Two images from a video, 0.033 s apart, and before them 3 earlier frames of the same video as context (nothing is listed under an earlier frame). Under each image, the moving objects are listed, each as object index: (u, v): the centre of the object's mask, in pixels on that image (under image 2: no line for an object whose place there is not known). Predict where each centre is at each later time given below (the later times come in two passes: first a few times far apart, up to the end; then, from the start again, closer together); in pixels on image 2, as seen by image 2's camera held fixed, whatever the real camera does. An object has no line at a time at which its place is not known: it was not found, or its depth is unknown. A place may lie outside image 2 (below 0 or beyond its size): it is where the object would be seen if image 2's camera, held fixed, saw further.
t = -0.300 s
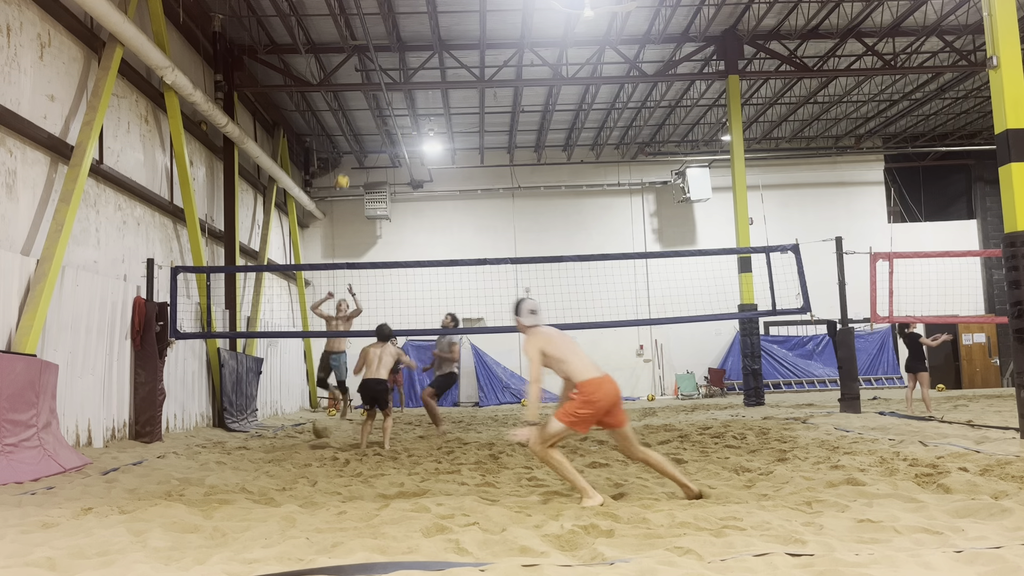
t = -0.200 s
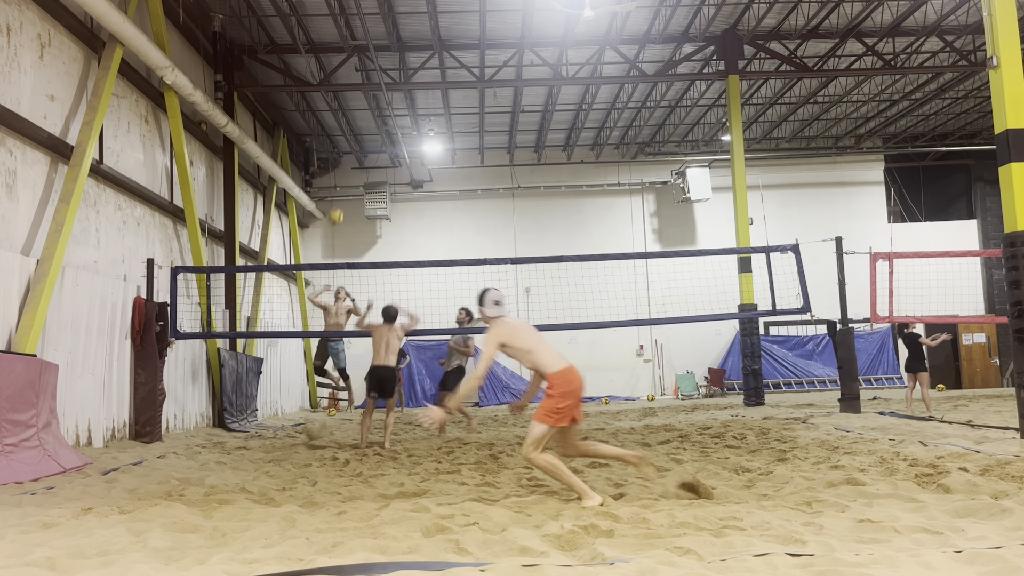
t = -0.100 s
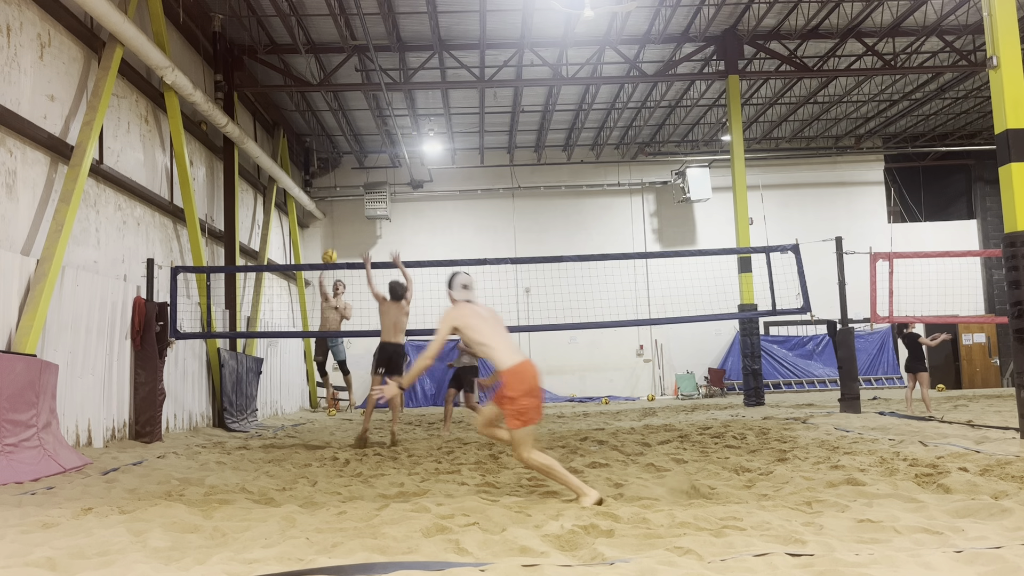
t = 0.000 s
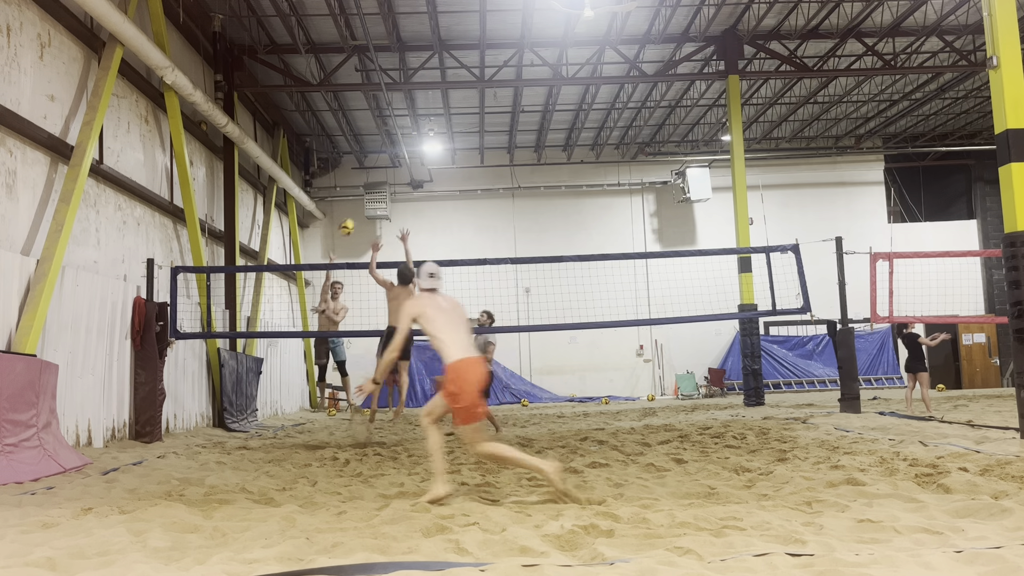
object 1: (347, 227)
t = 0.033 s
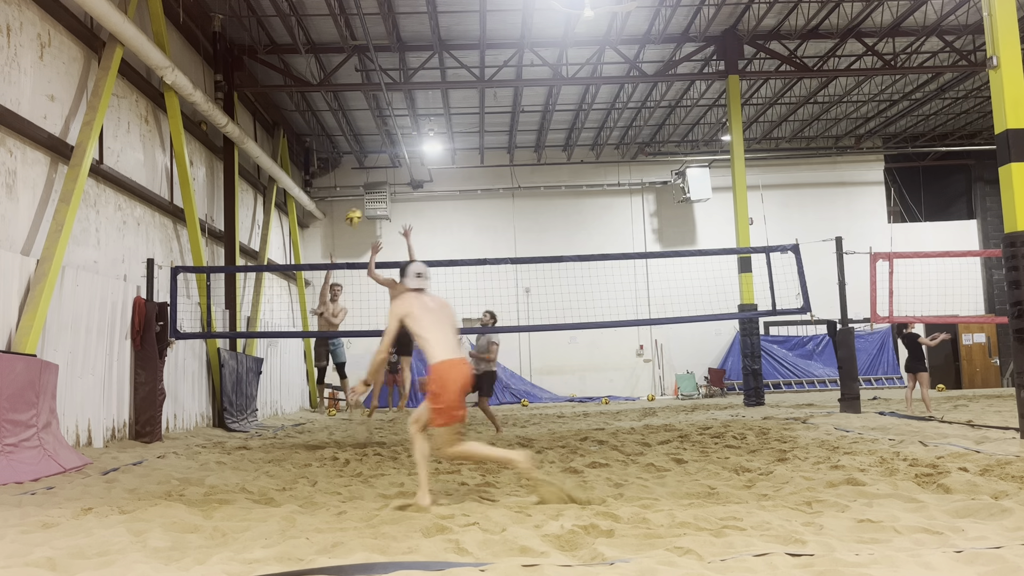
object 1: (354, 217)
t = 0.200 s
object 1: (391, 177)
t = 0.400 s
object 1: (447, 155)
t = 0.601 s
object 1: (515, 169)
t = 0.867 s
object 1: (650, 286)
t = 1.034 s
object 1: (776, 455)
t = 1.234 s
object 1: (958, 456)
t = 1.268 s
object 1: (995, 453)
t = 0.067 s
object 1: (361, 207)
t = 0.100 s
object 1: (367, 199)
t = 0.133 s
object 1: (375, 190)
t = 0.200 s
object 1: (391, 177)
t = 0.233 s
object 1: (398, 171)
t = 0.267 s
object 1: (407, 166)
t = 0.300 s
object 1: (416, 162)
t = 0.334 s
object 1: (424, 160)
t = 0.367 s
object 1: (435, 156)
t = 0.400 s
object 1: (447, 155)
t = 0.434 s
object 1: (455, 153)
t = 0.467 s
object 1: (467, 154)
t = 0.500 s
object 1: (479, 156)
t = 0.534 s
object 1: (490, 159)
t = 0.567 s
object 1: (503, 163)
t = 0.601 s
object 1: (515, 169)
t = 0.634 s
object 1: (530, 176)
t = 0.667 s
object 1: (544, 185)
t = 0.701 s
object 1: (559, 196)
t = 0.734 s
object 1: (574, 209)
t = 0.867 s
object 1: (650, 286)
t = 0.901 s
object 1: (673, 313)
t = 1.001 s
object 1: (748, 414)
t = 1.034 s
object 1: (776, 455)
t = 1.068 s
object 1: (806, 495)
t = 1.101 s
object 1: (832, 484)
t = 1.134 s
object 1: (860, 474)
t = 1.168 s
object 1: (890, 466)
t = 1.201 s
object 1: (922, 459)
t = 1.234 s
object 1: (958, 456)
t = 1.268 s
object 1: (995, 453)
